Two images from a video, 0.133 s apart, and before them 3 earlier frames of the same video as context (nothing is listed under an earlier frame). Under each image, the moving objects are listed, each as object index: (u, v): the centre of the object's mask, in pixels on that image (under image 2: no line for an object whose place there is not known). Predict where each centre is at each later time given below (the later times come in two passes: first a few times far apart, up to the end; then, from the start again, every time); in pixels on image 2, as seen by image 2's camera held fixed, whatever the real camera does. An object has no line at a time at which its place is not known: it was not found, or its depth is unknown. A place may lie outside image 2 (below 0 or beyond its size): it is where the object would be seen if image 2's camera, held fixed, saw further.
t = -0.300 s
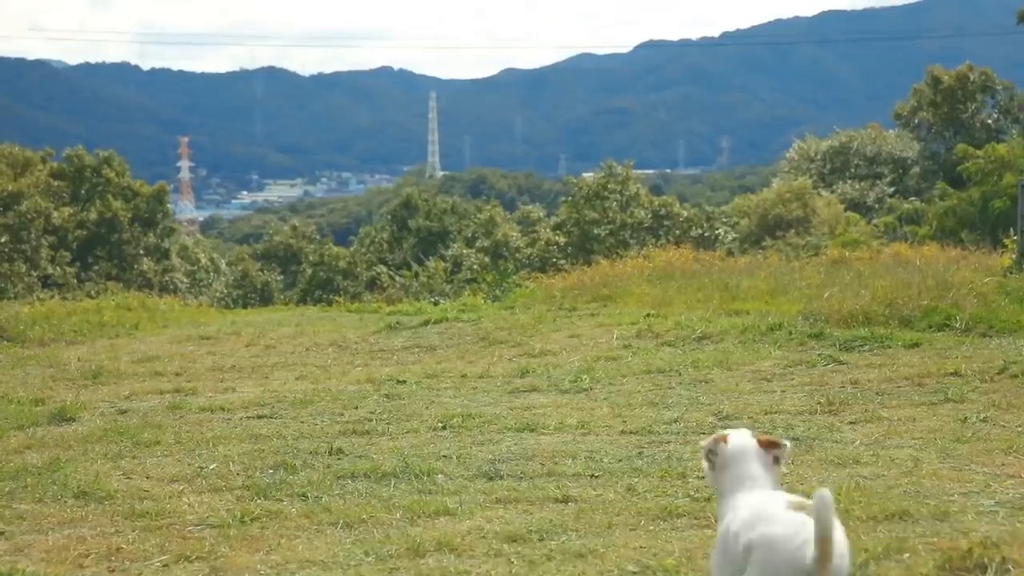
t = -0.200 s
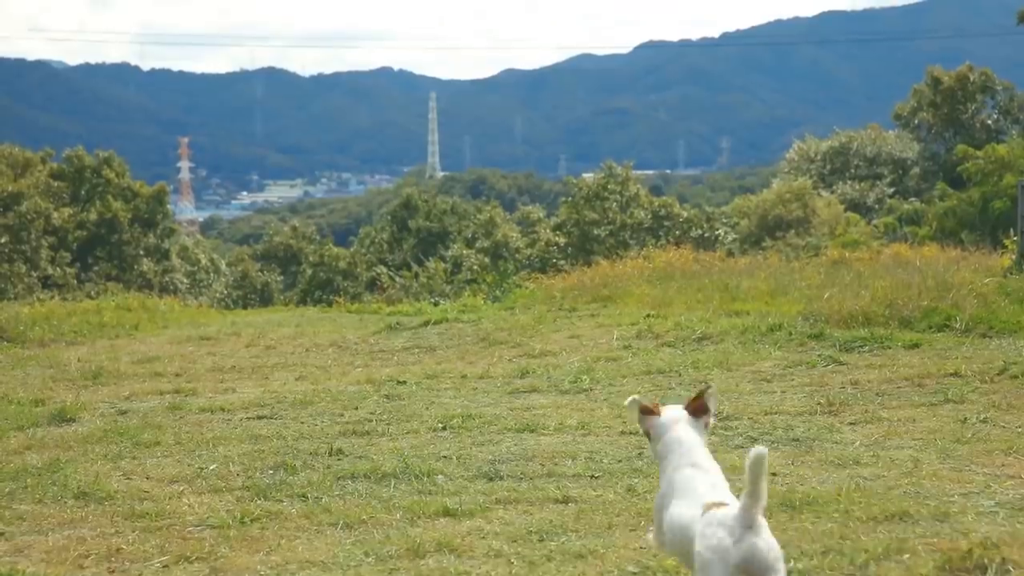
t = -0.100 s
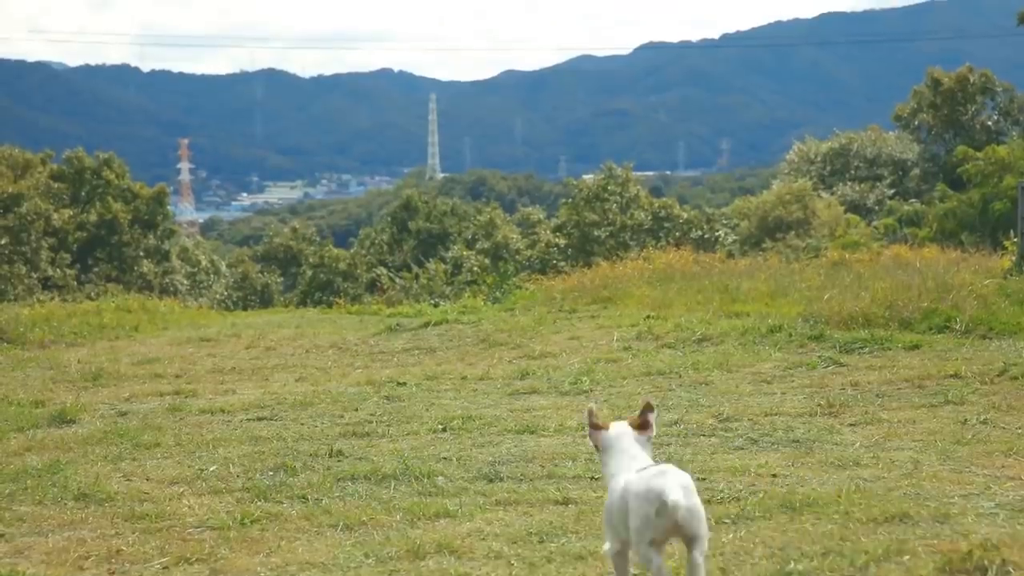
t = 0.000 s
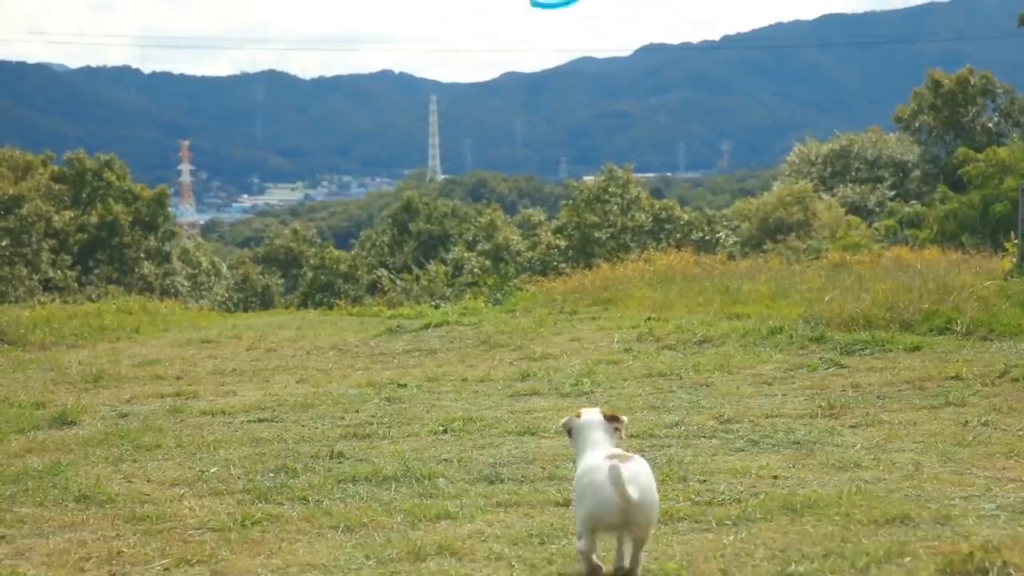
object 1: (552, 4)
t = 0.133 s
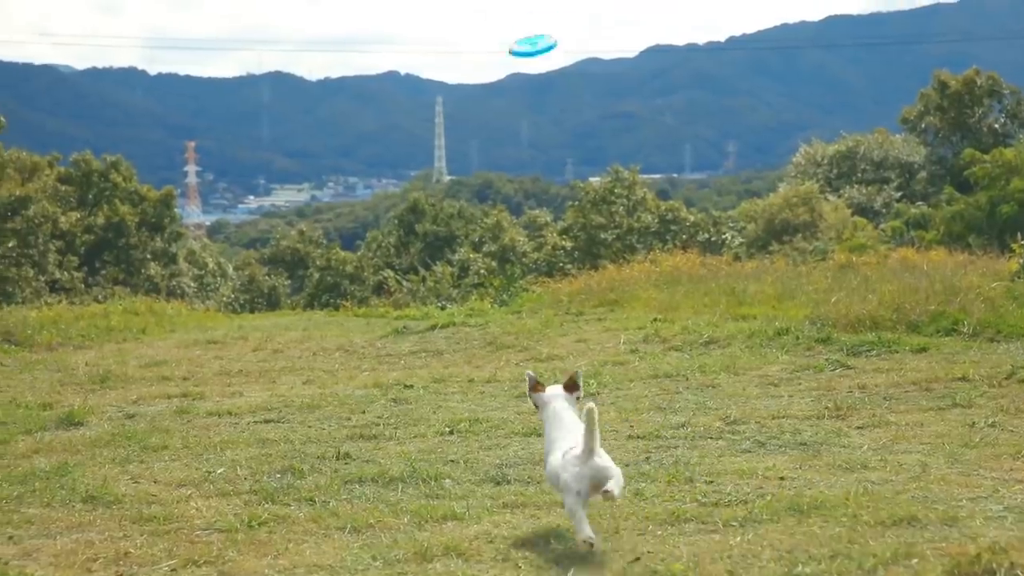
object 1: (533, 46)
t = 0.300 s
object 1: (498, 112)
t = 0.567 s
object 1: (438, 233)
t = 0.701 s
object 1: (406, 295)
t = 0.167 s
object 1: (524, 60)
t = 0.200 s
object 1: (517, 75)
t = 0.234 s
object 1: (509, 89)
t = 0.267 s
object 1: (506, 97)
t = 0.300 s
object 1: (498, 112)
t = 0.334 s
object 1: (491, 127)
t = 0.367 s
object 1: (482, 143)
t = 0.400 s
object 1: (475, 158)
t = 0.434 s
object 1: (471, 166)
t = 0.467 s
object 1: (462, 183)
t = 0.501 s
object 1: (455, 199)
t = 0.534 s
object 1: (447, 216)
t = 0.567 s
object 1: (438, 233)
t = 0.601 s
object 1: (433, 242)
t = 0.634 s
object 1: (424, 259)
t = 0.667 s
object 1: (415, 277)
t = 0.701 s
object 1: (406, 295)
